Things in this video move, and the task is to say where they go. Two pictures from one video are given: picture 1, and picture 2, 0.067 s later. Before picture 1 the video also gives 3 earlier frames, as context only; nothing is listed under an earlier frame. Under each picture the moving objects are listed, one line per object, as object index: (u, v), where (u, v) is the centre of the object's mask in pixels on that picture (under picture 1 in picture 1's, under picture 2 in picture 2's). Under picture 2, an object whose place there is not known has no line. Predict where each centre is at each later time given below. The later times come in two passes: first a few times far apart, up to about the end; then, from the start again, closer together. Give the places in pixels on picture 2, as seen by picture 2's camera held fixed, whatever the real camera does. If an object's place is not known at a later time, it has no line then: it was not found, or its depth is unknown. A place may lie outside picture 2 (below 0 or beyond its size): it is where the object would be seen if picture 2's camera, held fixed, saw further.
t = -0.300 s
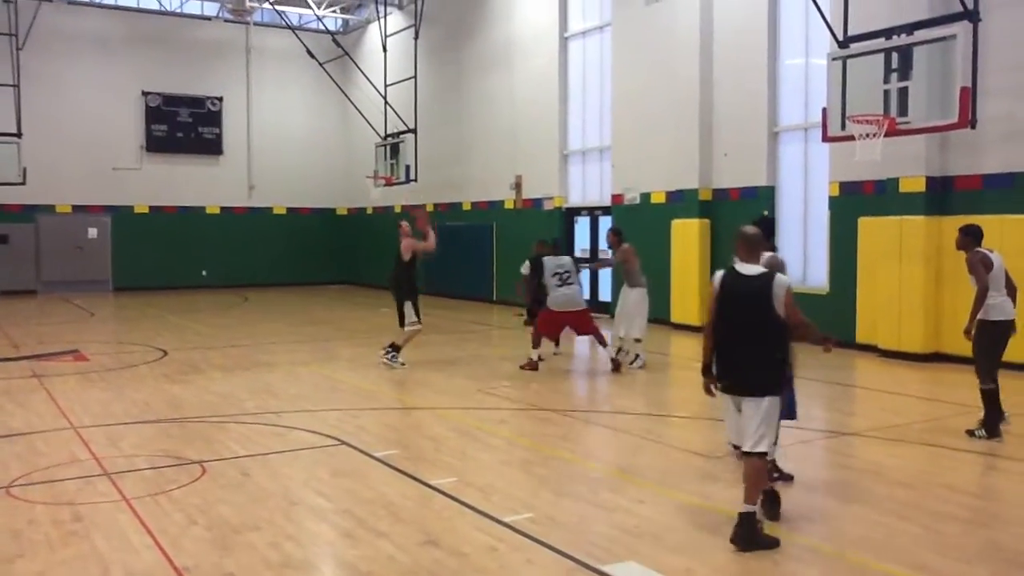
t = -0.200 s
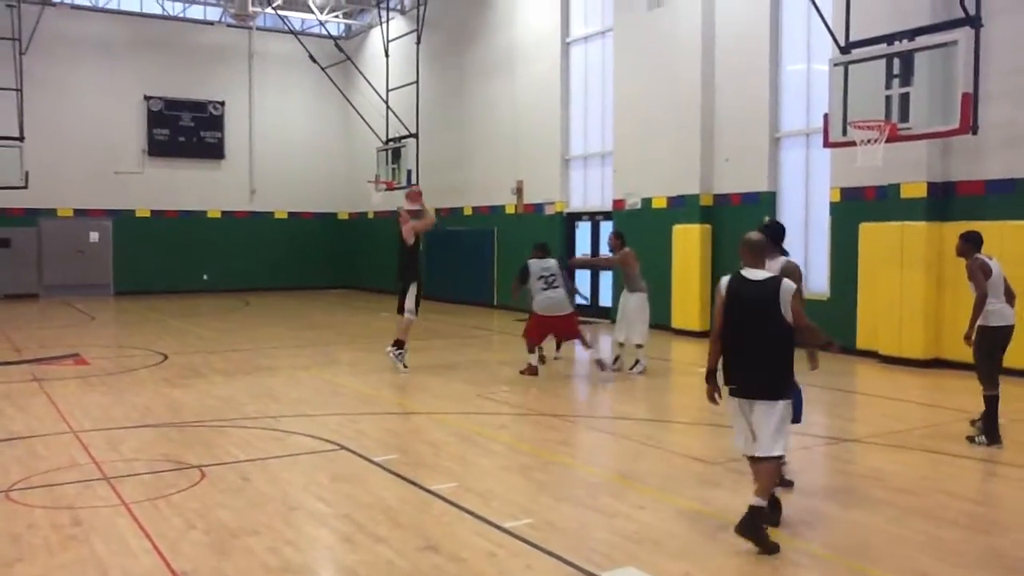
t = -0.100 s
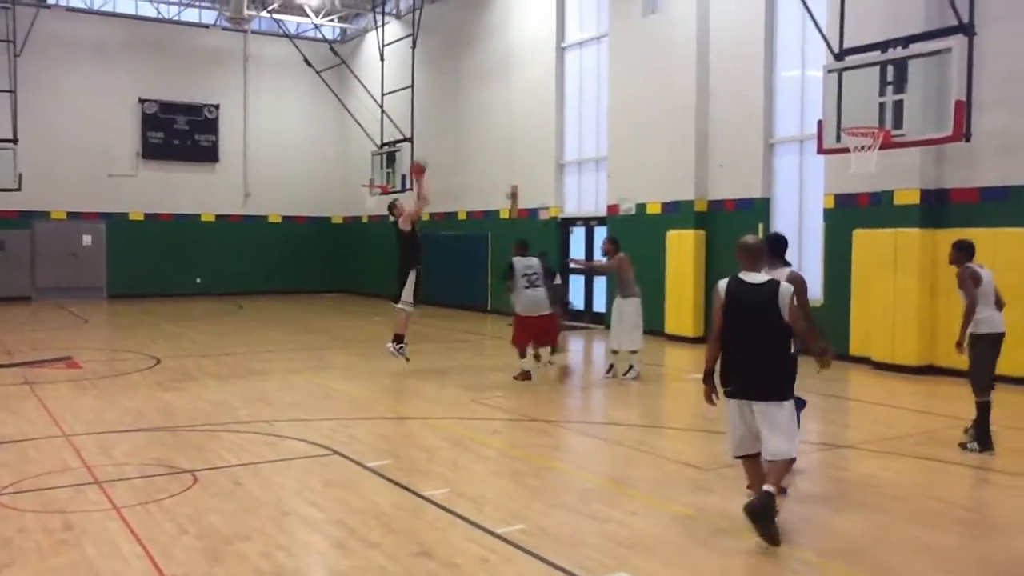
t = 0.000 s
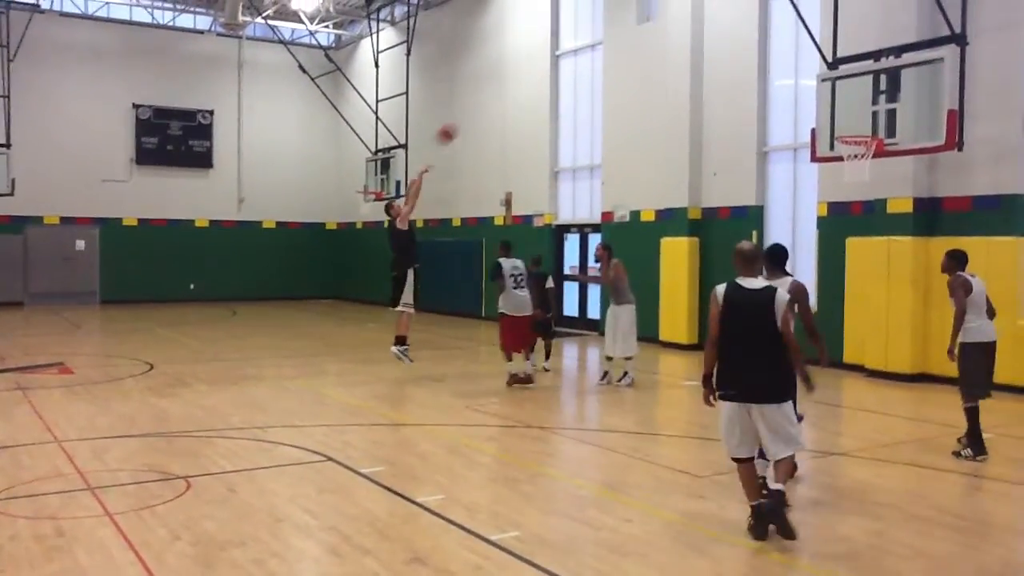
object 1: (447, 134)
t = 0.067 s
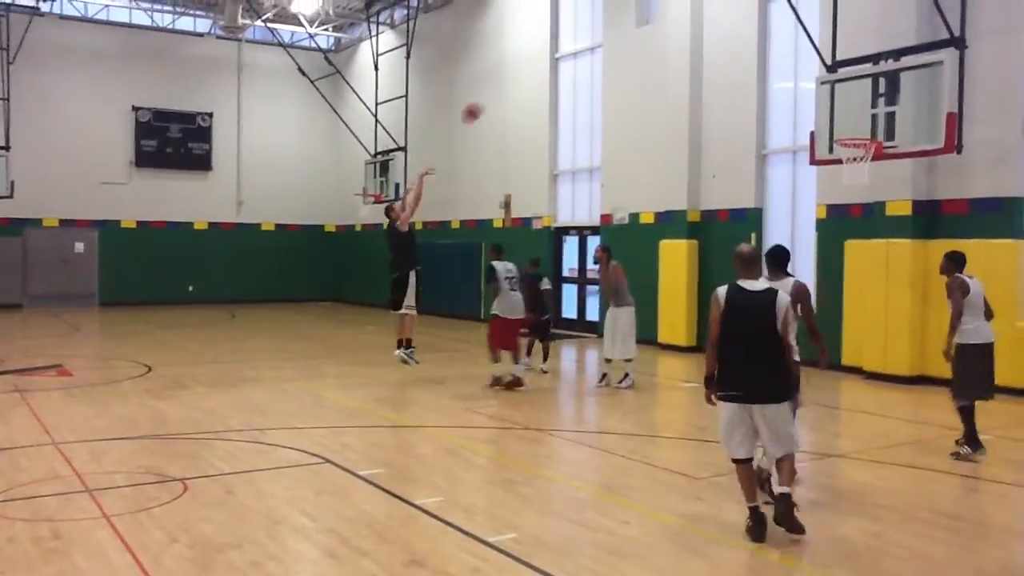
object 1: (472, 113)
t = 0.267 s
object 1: (549, 58)
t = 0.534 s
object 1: (656, 33)
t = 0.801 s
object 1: (763, 64)
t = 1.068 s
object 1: (862, 136)
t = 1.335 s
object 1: (810, 106)
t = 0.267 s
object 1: (549, 58)
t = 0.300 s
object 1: (562, 52)
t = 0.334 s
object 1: (576, 47)
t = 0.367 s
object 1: (589, 42)
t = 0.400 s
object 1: (602, 38)
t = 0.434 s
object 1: (614, 36)
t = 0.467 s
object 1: (628, 34)
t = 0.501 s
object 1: (641, 33)
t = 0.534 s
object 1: (656, 33)
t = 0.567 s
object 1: (668, 33)
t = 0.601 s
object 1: (682, 35)
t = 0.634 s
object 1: (696, 38)
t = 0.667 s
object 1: (708, 41)
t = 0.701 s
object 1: (722, 45)
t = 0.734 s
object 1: (736, 50)
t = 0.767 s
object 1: (749, 57)
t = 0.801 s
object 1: (763, 64)
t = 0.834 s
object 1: (777, 72)
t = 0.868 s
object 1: (791, 81)
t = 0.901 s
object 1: (804, 91)
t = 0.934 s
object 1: (819, 102)
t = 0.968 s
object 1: (833, 114)
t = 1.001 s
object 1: (846, 126)
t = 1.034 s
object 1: (858, 137)
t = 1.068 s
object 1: (862, 136)
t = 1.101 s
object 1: (863, 134)
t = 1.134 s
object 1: (856, 126)
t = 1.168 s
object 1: (848, 121)
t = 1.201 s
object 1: (841, 116)
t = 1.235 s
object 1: (833, 112)
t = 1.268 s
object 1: (826, 109)
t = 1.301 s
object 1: (817, 107)
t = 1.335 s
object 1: (810, 106)
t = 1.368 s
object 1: (802, 106)
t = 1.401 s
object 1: (795, 106)
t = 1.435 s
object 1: (787, 108)
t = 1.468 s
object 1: (779, 111)
